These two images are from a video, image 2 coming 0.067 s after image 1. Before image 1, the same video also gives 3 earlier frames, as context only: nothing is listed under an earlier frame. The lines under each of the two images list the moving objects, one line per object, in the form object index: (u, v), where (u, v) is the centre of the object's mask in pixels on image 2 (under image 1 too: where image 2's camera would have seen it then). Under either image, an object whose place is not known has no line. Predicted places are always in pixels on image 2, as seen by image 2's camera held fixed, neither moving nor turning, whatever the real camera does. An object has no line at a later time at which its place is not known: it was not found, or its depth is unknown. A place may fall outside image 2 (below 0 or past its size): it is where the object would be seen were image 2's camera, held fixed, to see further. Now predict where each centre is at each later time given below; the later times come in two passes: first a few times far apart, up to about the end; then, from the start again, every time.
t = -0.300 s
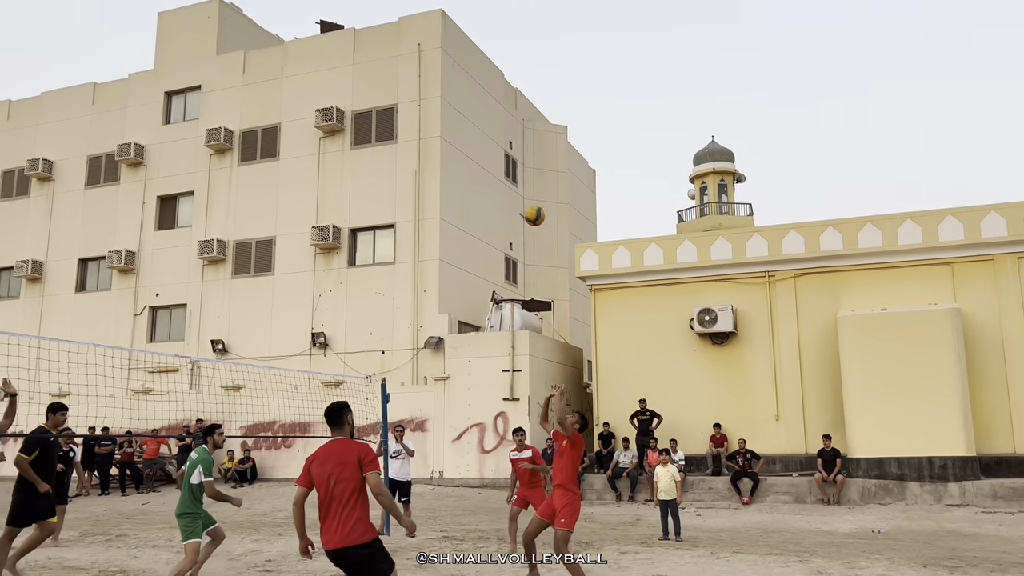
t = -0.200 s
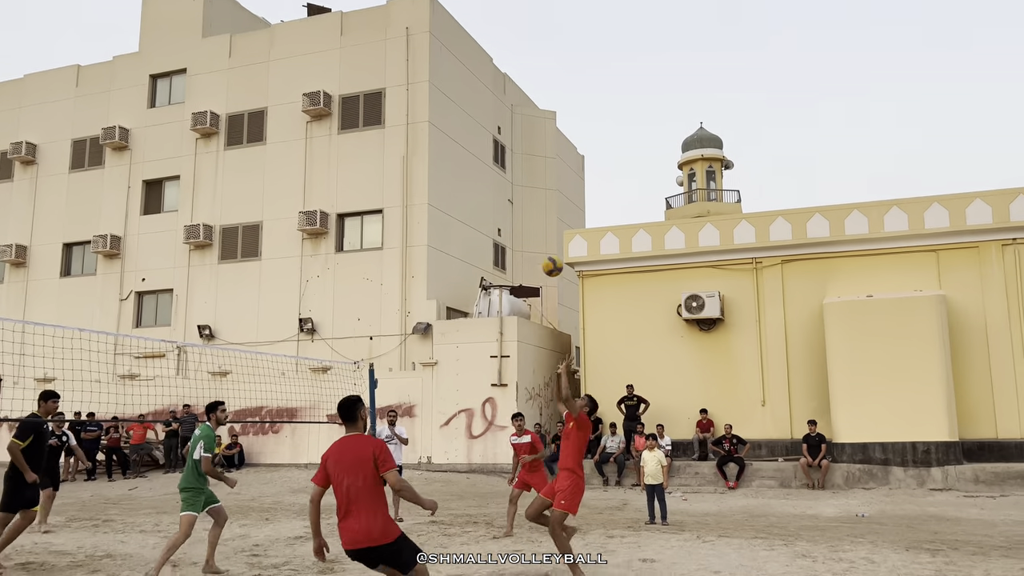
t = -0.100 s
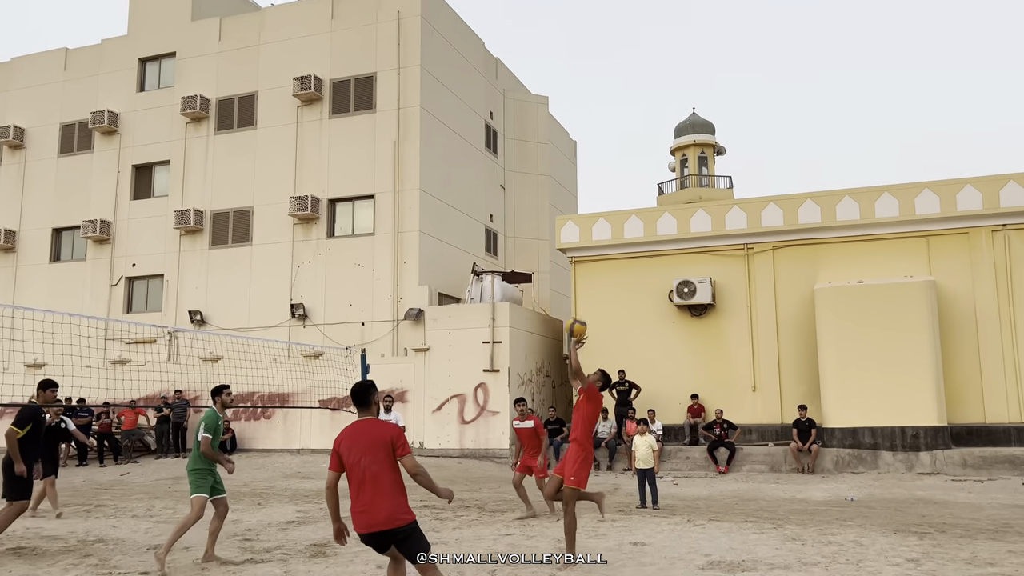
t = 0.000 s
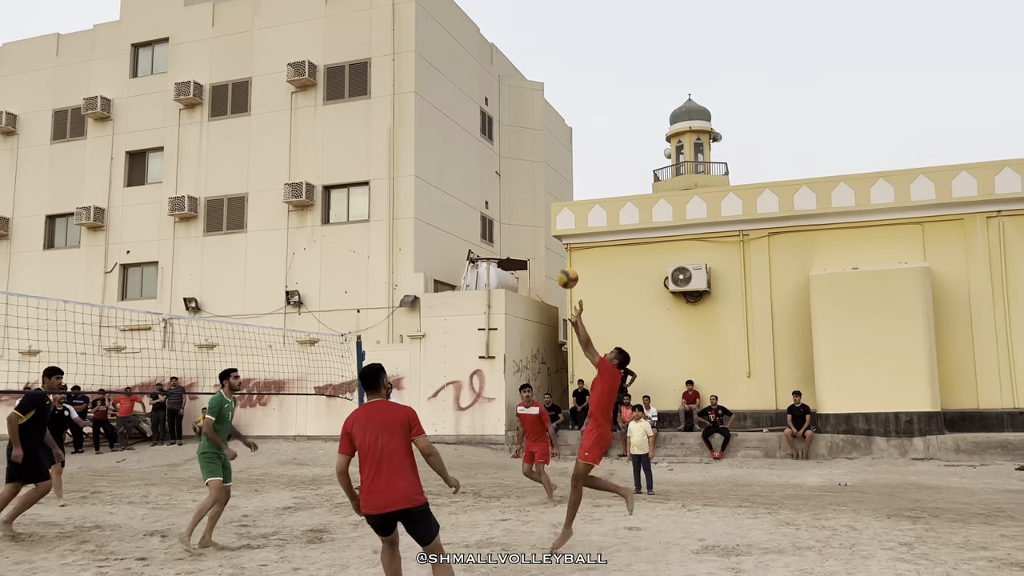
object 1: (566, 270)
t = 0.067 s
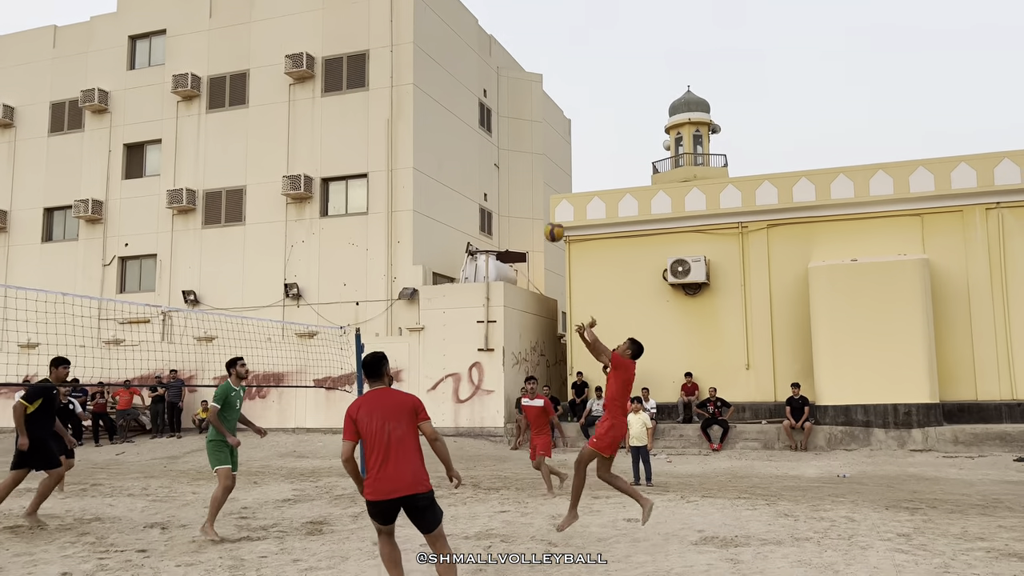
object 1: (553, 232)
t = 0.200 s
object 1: (530, 170)
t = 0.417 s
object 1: (491, 109)
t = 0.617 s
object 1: (468, 97)
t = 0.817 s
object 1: (441, 117)
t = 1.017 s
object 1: (416, 170)
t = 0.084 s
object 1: (551, 223)
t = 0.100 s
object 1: (548, 214)
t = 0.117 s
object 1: (545, 206)
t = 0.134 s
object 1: (542, 198)
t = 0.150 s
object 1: (539, 190)
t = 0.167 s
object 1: (536, 183)
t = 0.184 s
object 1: (533, 176)
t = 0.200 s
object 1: (530, 170)
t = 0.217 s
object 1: (527, 164)
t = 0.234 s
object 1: (525, 158)
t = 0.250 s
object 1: (522, 153)
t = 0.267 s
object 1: (520, 147)
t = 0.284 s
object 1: (517, 142)
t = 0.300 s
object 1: (514, 137)
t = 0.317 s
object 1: (511, 133)
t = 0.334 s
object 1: (509, 128)
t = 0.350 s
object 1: (504, 122)
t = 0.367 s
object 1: (501, 118)
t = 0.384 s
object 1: (498, 115)
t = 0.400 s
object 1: (495, 112)
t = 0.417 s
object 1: (491, 109)
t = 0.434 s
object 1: (488, 105)
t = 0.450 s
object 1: (485, 104)
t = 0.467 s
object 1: (483, 104)
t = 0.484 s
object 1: (480, 102)
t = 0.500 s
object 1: (479, 100)
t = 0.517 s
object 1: (477, 98)
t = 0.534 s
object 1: (476, 96)
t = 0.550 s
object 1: (475, 94)
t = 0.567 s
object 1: (471, 94)
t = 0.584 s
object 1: (467, 94)
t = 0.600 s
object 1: (470, 97)
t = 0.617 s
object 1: (468, 97)
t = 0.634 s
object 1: (465, 97)
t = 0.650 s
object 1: (463, 98)
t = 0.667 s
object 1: (460, 98)
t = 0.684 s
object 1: (458, 100)
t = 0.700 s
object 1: (456, 101)
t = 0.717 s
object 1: (451, 100)
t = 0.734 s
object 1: (449, 101)
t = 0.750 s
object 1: (445, 103)
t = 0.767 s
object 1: (448, 109)
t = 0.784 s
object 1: (445, 112)
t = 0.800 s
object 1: (443, 114)
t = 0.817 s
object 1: (441, 117)
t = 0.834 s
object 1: (438, 121)
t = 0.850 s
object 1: (436, 124)
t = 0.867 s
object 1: (434, 127)
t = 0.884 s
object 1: (433, 132)
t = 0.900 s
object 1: (430, 136)
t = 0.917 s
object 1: (428, 140)
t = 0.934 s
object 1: (426, 145)
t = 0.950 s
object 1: (424, 149)
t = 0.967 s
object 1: (422, 154)
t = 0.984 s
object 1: (420, 160)
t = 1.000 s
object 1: (418, 165)
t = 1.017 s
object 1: (416, 170)
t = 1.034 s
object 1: (414, 176)
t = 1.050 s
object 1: (411, 182)
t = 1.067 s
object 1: (409, 189)
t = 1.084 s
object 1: (407, 195)
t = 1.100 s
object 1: (406, 202)
